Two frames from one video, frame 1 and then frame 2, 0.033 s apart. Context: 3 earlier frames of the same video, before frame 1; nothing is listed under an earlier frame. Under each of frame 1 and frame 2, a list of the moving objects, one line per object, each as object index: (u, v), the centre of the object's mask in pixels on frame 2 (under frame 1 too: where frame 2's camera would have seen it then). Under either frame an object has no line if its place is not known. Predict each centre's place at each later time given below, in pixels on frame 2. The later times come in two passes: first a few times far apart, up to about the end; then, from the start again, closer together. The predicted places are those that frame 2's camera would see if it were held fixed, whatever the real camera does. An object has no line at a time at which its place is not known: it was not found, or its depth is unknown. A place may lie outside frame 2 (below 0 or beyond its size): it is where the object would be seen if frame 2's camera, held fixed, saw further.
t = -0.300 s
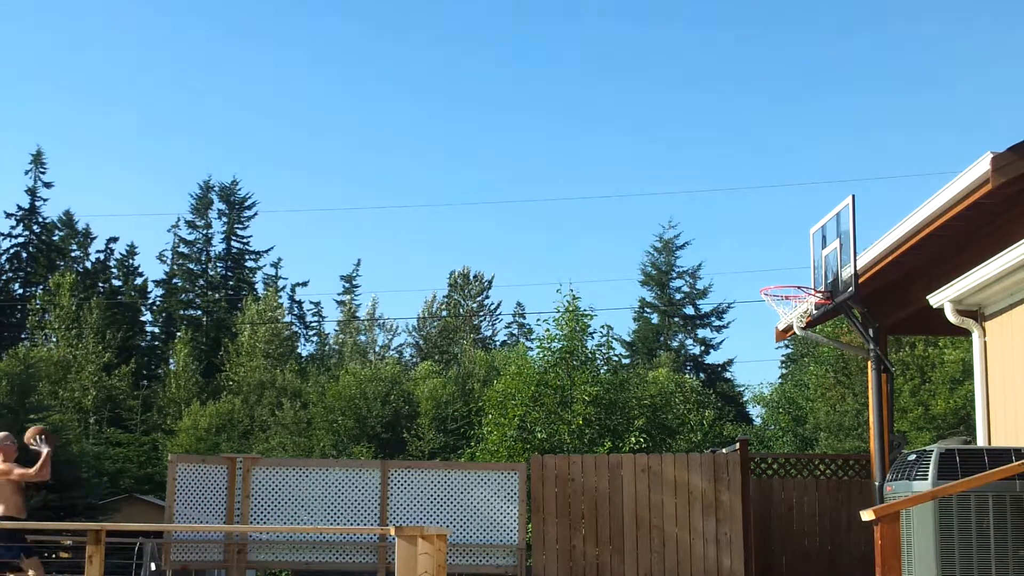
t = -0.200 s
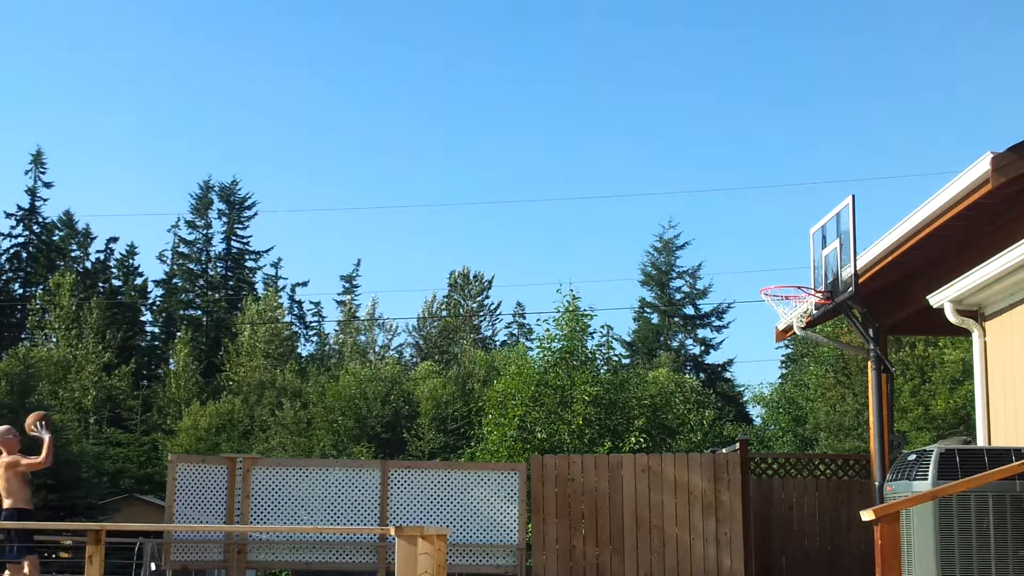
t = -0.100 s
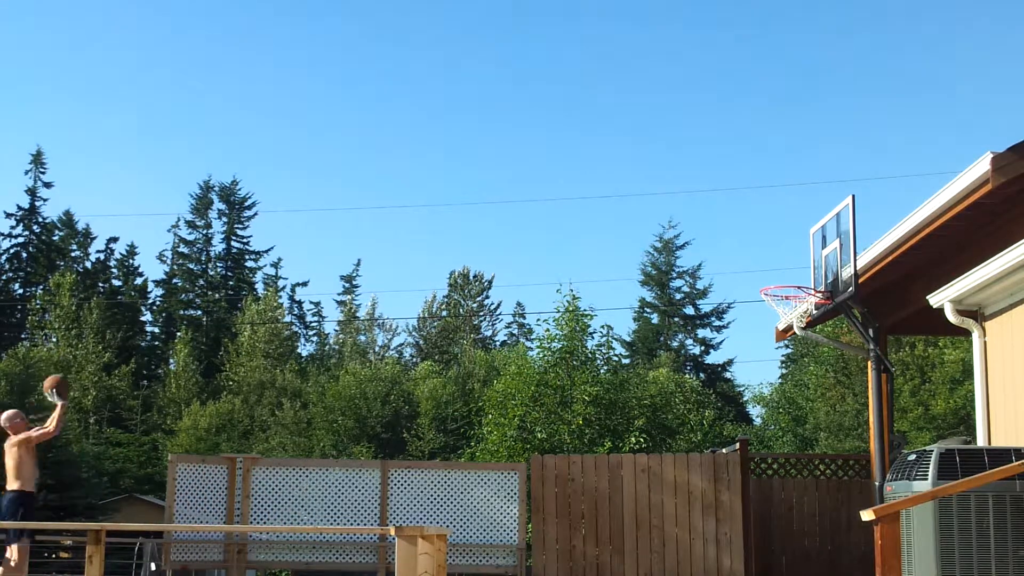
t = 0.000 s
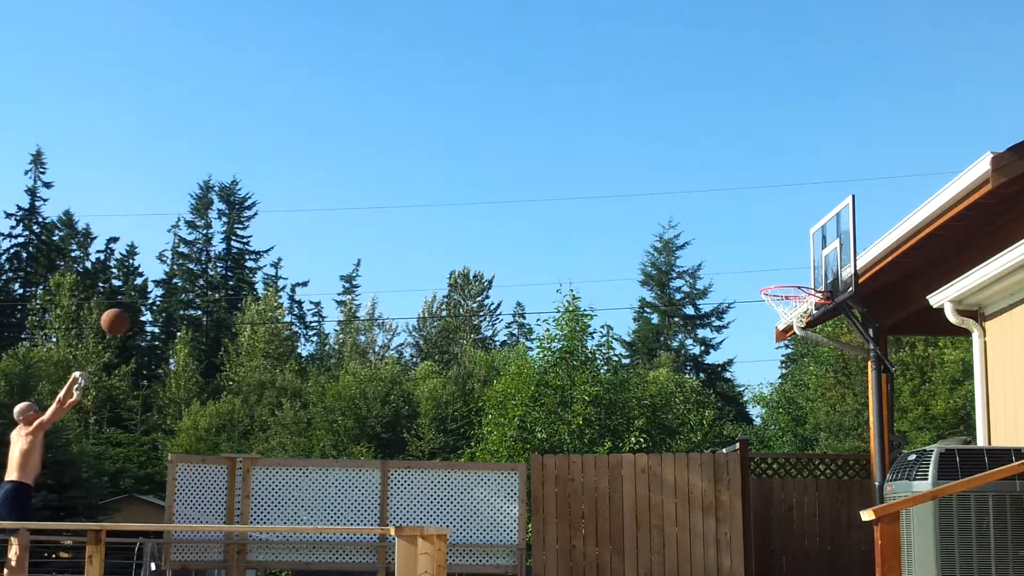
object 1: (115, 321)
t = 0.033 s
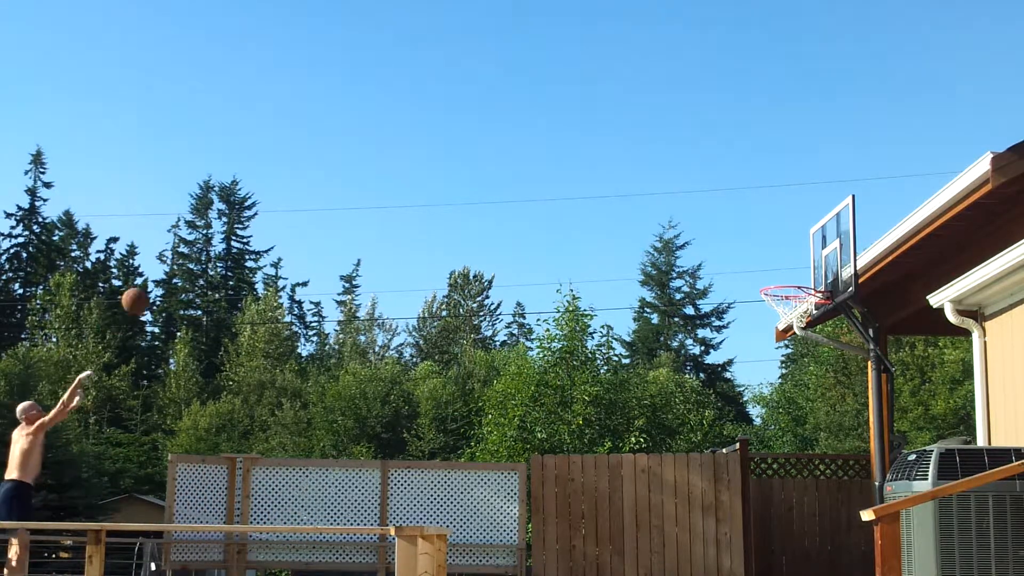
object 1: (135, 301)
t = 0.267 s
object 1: (279, 190)
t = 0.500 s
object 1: (415, 137)
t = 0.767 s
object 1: (570, 144)
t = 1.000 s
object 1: (706, 214)
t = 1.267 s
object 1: (805, 311)
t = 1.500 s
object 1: (770, 342)
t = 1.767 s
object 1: (734, 452)
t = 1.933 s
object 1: (713, 564)
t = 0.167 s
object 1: (217, 229)
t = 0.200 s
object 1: (238, 216)
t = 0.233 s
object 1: (259, 202)
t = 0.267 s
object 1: (279, 190)
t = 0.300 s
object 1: (299, 179)
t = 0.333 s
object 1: (318, 169)
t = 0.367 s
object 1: (338, 160)
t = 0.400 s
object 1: (357, 152)
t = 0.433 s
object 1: (377, 146)
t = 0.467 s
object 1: (396, 141)
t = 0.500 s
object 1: (415, 137)
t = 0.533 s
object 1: (435, 134)
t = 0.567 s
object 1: (454, 132)
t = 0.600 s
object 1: (474, 131)
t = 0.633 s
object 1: (493, 131)
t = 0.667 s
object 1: (512, 133)
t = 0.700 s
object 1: (531, 136)
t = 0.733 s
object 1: (551, 139)
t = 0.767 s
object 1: (570, 144)
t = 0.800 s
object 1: (589, 151)
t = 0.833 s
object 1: (609, 158)
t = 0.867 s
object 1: (628, 167)
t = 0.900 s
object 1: (648, 177)
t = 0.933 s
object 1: (667, 188)
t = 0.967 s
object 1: (687, 200)
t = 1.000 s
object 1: (706, 214)
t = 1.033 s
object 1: (726, 229)
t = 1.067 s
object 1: (745, 245)
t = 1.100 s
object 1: (765, 263)
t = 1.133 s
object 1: (785, 280)
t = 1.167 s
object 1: (805, 302)
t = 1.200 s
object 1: (812, 311)
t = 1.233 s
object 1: (809, 310)
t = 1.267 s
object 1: (805, 311)
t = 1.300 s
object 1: (800, 312)
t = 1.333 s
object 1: (794, 313)
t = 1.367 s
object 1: (789, 317)
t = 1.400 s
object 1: (783, 321)
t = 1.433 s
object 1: (779, 329)
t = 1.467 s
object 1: (774, 333)
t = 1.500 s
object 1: (770, 342)
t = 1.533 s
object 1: (765, 351)
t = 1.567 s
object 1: (761, 362)
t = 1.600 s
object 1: (756, 374)
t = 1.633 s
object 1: (752, 387)
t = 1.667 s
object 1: (747, 401)
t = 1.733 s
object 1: (738, 434)
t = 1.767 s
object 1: (734, 452)
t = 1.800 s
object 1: (729, 472)
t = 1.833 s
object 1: (724, 493)
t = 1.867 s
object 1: (720, 516)
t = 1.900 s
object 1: (716, 539)
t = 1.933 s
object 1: (713, 564)
